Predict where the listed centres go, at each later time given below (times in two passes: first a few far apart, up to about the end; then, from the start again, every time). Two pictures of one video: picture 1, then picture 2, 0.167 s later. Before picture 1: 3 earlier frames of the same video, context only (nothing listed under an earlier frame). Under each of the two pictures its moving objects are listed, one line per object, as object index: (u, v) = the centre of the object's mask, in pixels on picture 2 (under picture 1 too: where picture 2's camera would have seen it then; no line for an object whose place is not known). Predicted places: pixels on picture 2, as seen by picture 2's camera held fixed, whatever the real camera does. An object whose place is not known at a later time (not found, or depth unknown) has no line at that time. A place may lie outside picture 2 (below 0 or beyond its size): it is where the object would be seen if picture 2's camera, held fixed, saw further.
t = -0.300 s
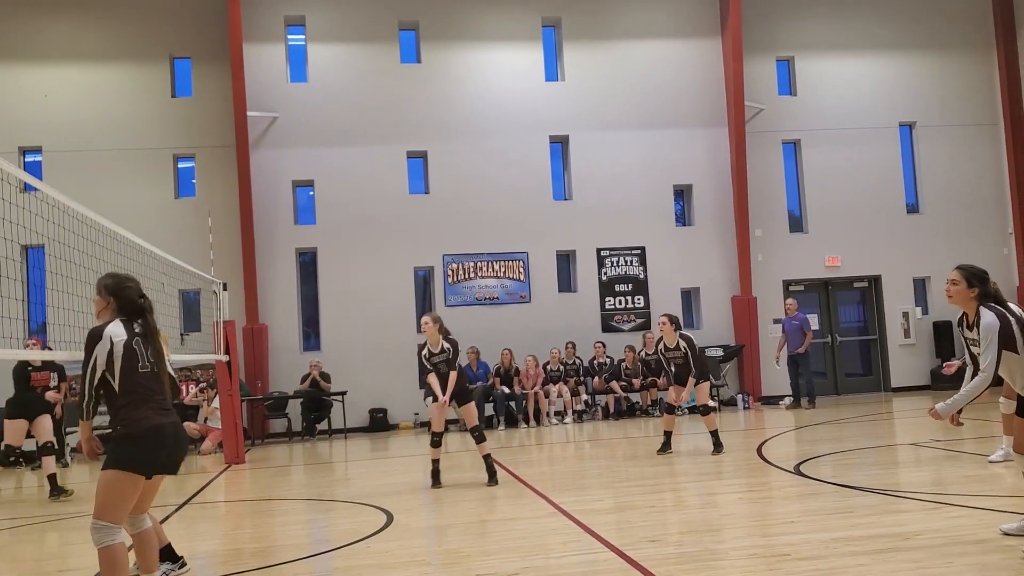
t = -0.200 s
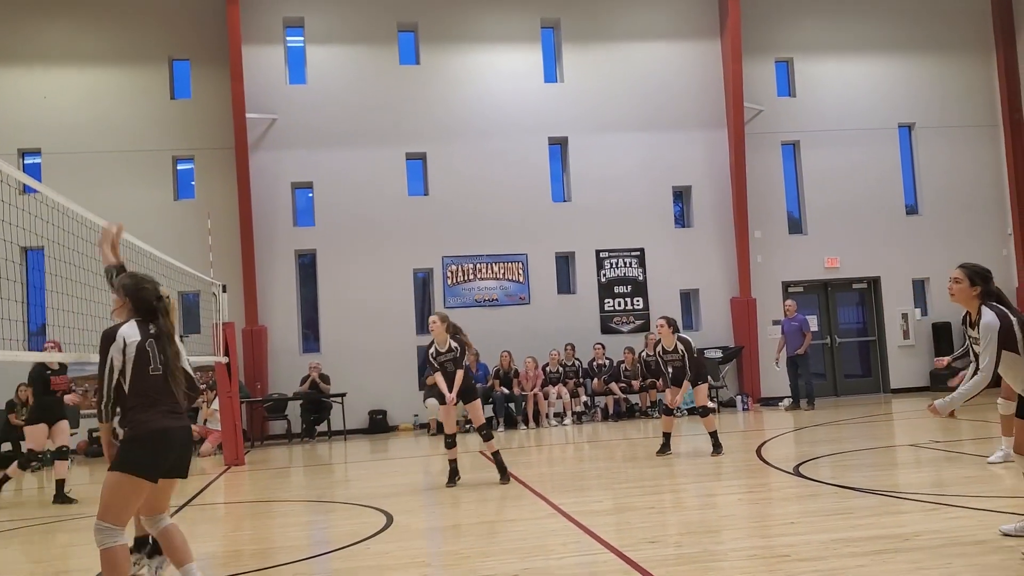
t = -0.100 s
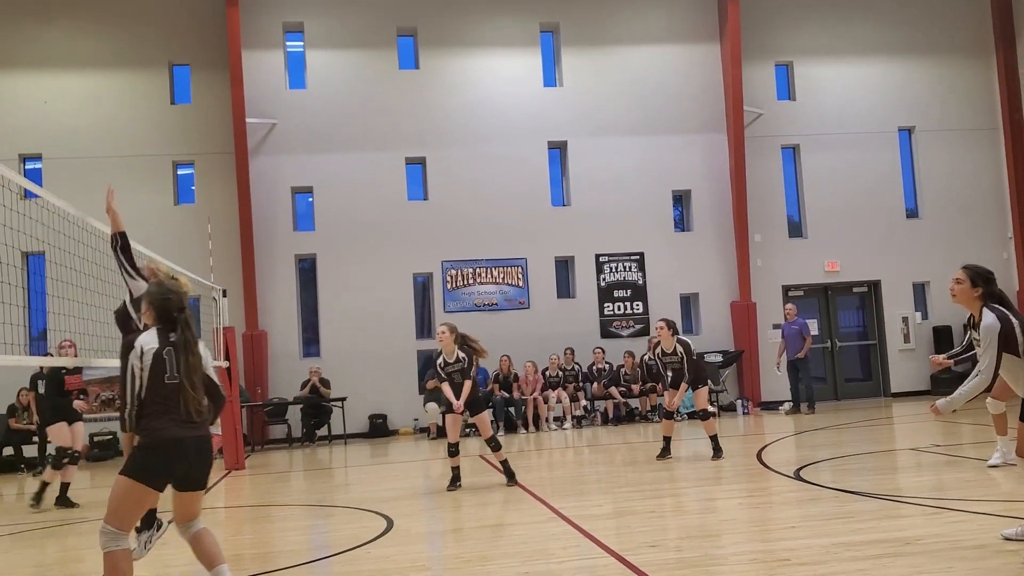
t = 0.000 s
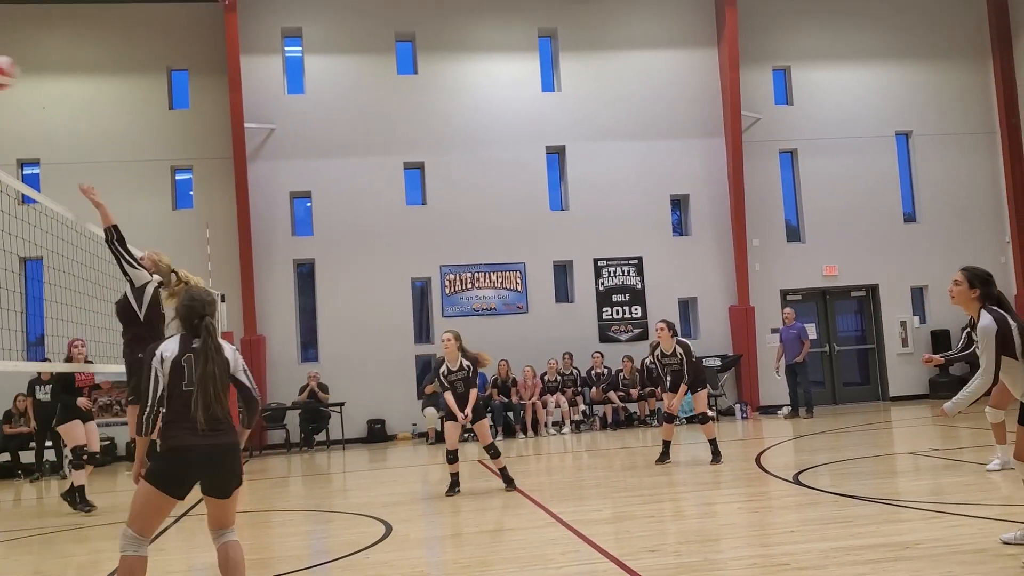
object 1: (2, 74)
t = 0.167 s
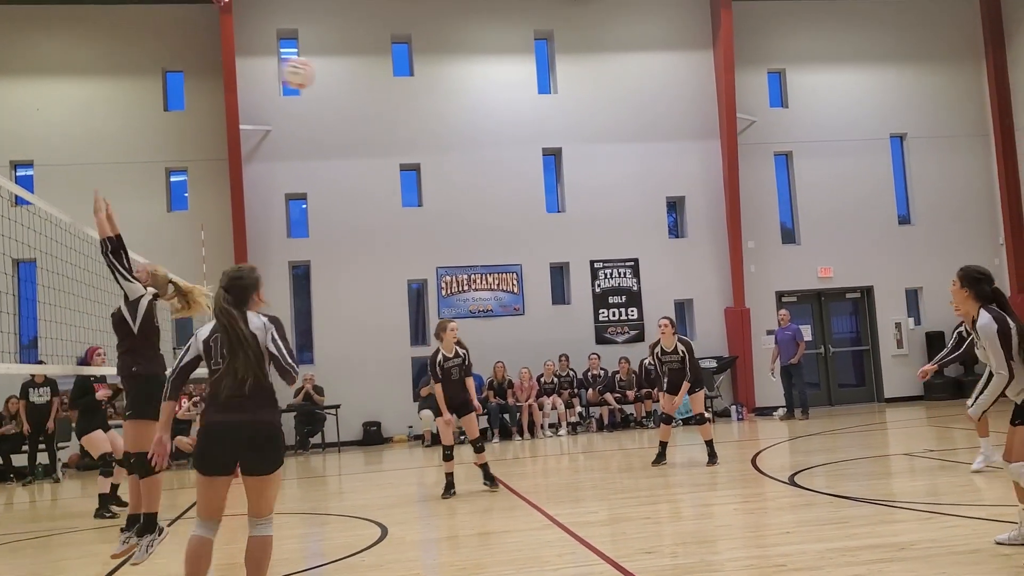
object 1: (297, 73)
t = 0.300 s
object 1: (496, 100)
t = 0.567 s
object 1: (815, 202)
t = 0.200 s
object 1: (350, 77)
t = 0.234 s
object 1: (402, 83)
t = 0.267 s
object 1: (451, 92)
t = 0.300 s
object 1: (496, 100)
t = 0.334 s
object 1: (542, 110)
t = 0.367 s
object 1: (585, 120)
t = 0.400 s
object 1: (626, 132)
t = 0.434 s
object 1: (666, 145)
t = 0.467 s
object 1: (705, 157)
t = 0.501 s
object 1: (742, 171)
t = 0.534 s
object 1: (779, 187)
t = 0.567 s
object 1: (815, 202)
